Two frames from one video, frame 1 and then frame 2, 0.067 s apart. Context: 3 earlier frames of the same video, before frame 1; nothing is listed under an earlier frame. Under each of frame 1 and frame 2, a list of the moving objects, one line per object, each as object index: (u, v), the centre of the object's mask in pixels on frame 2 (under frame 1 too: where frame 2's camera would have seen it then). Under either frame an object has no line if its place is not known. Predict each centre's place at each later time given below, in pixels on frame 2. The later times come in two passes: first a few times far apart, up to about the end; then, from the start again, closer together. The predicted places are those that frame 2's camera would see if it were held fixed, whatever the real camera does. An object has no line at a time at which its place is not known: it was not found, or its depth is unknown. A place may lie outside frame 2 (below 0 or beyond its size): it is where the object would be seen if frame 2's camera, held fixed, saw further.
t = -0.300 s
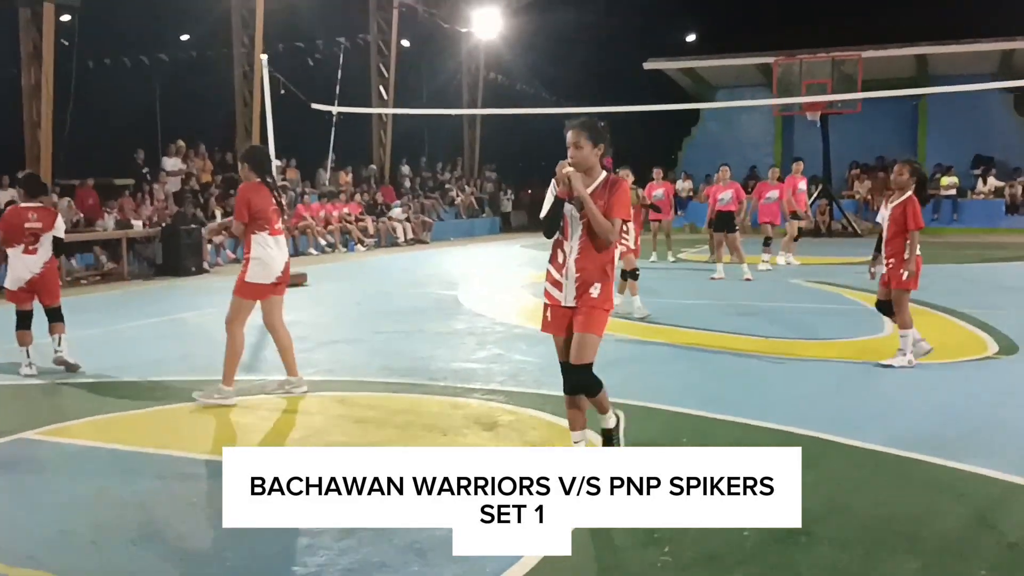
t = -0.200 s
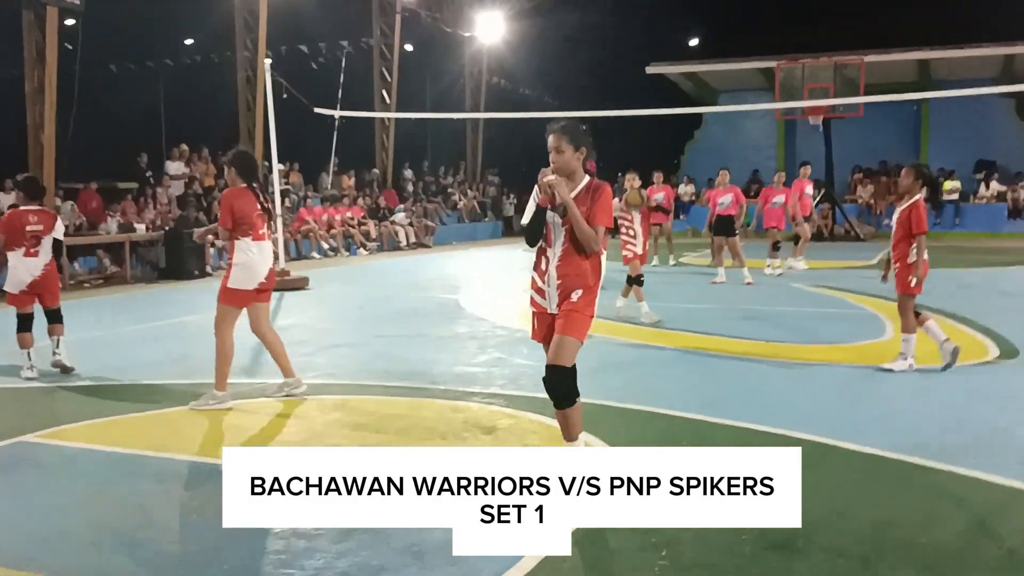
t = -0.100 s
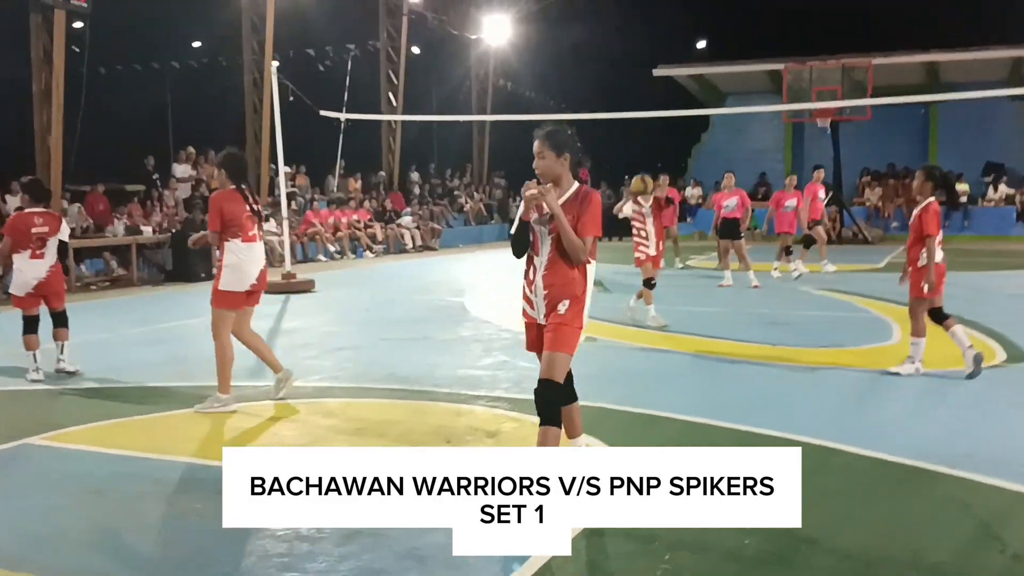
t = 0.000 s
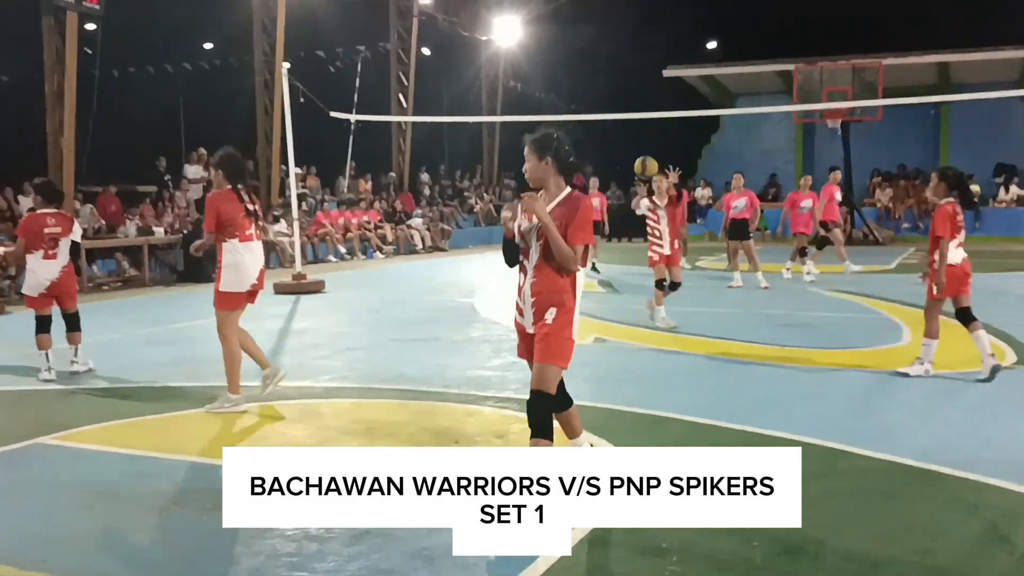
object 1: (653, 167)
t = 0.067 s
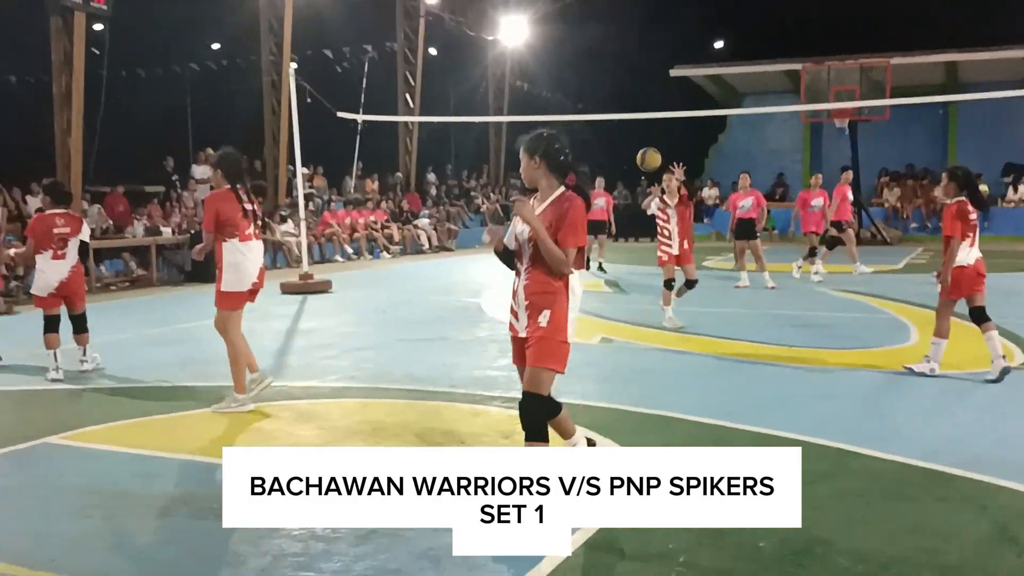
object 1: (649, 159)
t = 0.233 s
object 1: (638, 161)
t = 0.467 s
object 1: (621, 233)
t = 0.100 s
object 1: (647, 157)
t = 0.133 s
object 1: (645, 156)
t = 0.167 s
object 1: (643, 156)
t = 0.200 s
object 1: (641, 158)
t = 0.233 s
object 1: (638, 161)
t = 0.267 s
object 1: (636, 166)
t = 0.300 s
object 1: (633, 173)
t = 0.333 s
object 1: (631, 181)
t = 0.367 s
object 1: (627, 190)
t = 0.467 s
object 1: (621, 233)
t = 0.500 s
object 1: (618, 252)
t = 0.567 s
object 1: (612, 298)
